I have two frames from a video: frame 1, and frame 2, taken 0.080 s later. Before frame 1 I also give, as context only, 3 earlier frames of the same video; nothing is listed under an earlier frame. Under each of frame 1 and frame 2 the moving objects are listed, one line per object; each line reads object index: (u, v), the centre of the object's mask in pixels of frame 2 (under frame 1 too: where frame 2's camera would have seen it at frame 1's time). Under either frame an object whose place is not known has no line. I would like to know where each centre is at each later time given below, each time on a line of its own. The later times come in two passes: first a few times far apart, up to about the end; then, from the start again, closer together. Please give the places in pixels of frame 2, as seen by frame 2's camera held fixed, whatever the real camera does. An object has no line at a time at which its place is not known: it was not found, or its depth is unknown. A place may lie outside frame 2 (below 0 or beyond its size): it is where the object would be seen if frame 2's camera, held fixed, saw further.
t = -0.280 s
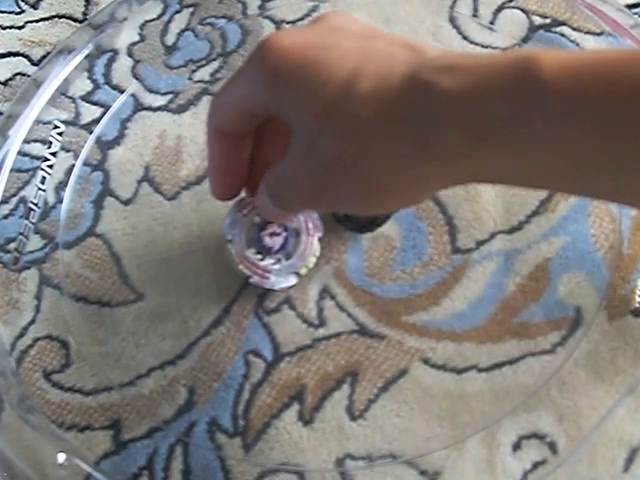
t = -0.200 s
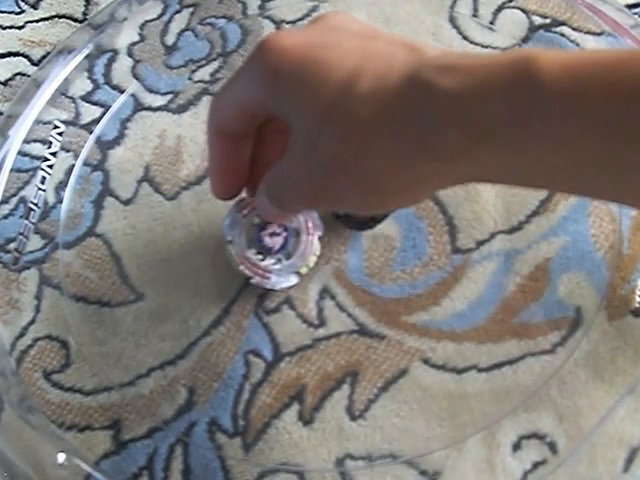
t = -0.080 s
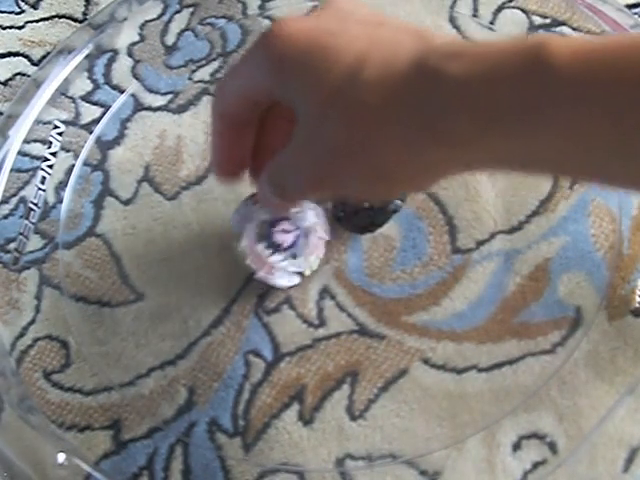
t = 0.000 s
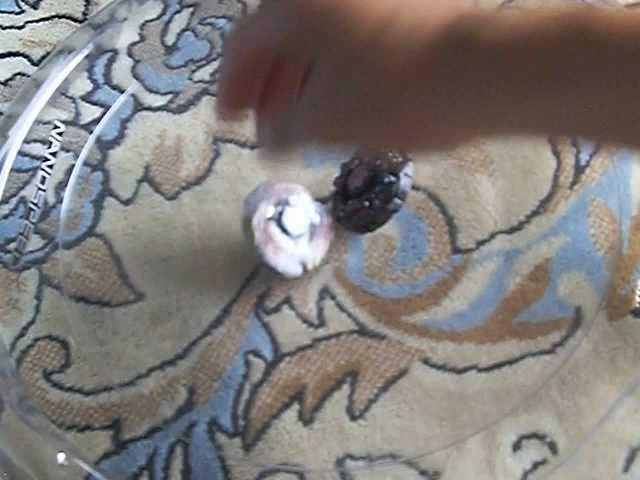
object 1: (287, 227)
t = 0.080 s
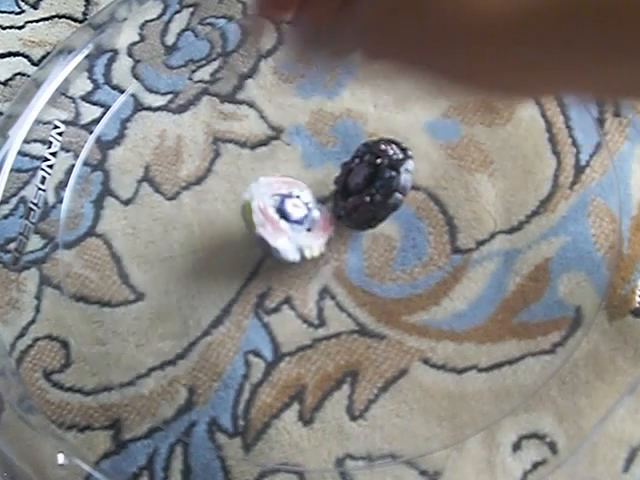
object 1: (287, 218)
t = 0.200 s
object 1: (282, 210)
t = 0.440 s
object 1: (283, 209)
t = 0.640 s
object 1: (286, 216)
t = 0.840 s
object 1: (287, 221)
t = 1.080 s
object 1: (287, 219)
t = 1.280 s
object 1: (287, 217)
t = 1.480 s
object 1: (287, 220)
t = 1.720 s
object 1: (287, 219)
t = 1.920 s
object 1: (287, 219)
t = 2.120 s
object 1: (287, 219)
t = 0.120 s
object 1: (285, 215)
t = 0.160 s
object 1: (284, 212)
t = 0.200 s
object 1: (282, 210)
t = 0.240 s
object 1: (281, 208)
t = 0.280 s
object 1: (280, 207)
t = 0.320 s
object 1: (280, 207)
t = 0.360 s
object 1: (280, 207)
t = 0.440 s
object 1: (283, 209)
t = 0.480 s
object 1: (284, 211)
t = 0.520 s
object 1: (285, 212)
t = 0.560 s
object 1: (285, 213)
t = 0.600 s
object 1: (286, 214)
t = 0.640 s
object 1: (286, 216)
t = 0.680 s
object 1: (287, 217)
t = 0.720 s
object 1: (287, 218)
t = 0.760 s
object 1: (287, 219)
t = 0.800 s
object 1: (287, 220)
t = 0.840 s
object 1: (287, 221)
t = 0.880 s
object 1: (287, 222)
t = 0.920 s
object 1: (287, 222)
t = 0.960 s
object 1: (287, 221)
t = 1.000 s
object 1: (287, 220)
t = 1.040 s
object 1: (287, 220)
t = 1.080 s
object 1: (287, 219)
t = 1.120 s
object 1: (287, 218)
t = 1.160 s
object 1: (287, 217)
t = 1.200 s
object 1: (287, 217)
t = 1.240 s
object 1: (287, 217)
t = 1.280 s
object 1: (287, 217)
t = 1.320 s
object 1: (287, 218)
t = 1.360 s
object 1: (287, 219)
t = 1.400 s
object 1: (287, 219)
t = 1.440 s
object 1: (287, 220)
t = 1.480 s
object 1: (287, 220)
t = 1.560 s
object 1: (287, 220)
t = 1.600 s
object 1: (287, 220)
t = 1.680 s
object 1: (287, 219)
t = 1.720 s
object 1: (287, 219)
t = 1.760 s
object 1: (287, 218)
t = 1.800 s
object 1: (287, 218)
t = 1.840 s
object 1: (287, 218)
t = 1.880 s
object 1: (287, 219)
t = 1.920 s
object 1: (287, 219)
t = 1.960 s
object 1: (287, 219)
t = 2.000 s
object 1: (287, 219)
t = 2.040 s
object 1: (287, 219)
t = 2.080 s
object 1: (287, 219)
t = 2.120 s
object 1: (287, 219)
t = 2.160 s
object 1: (287, 219)
